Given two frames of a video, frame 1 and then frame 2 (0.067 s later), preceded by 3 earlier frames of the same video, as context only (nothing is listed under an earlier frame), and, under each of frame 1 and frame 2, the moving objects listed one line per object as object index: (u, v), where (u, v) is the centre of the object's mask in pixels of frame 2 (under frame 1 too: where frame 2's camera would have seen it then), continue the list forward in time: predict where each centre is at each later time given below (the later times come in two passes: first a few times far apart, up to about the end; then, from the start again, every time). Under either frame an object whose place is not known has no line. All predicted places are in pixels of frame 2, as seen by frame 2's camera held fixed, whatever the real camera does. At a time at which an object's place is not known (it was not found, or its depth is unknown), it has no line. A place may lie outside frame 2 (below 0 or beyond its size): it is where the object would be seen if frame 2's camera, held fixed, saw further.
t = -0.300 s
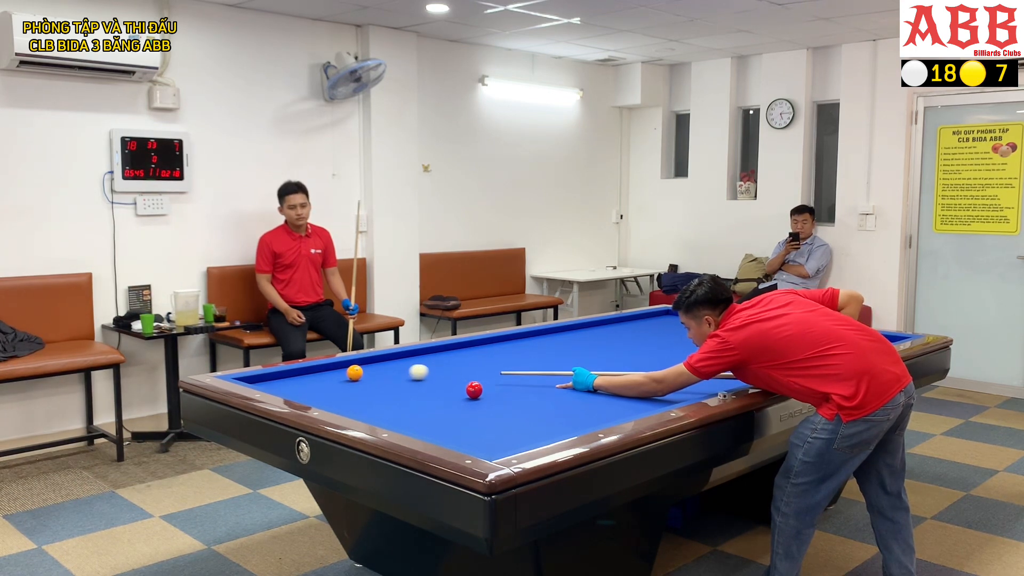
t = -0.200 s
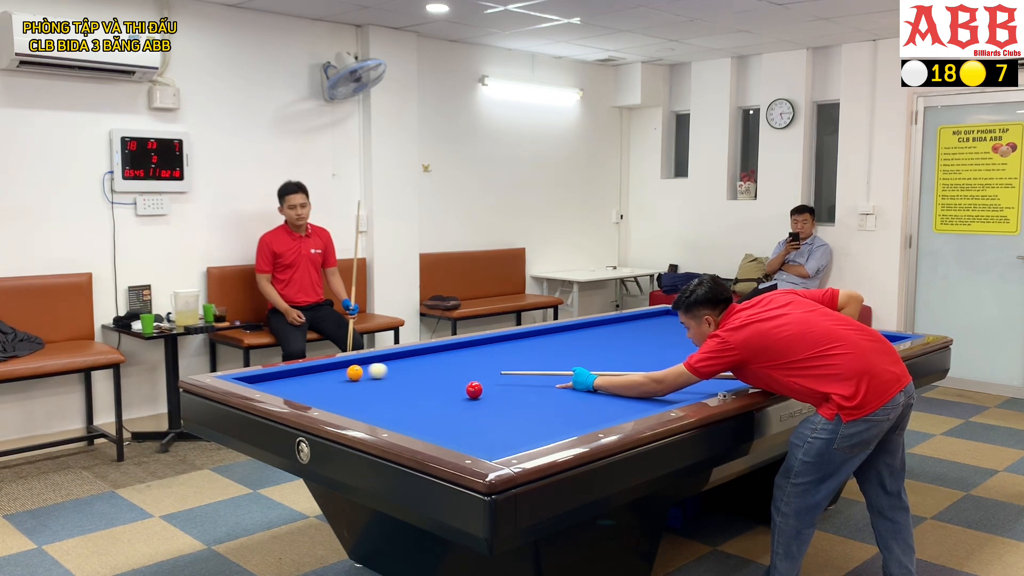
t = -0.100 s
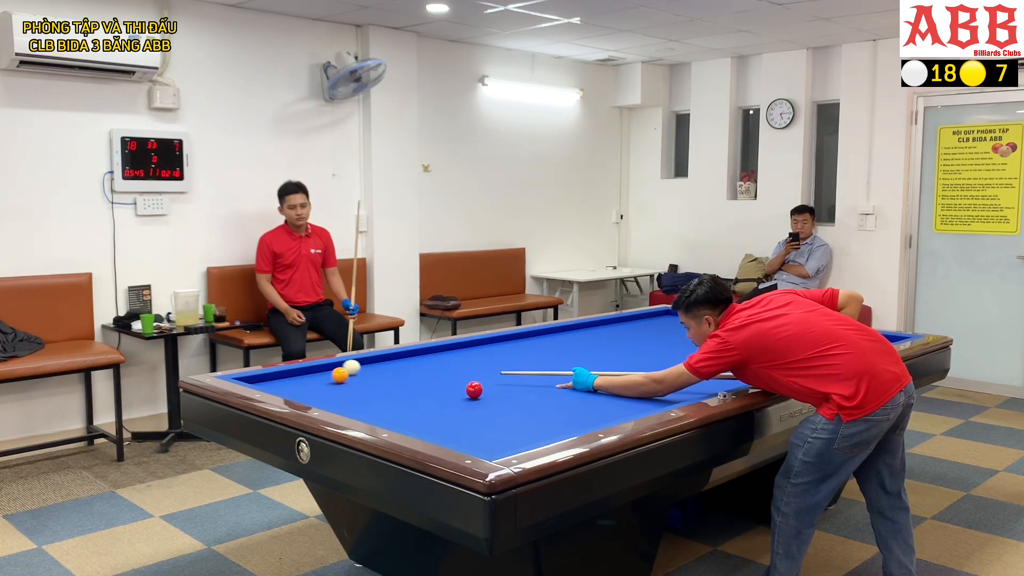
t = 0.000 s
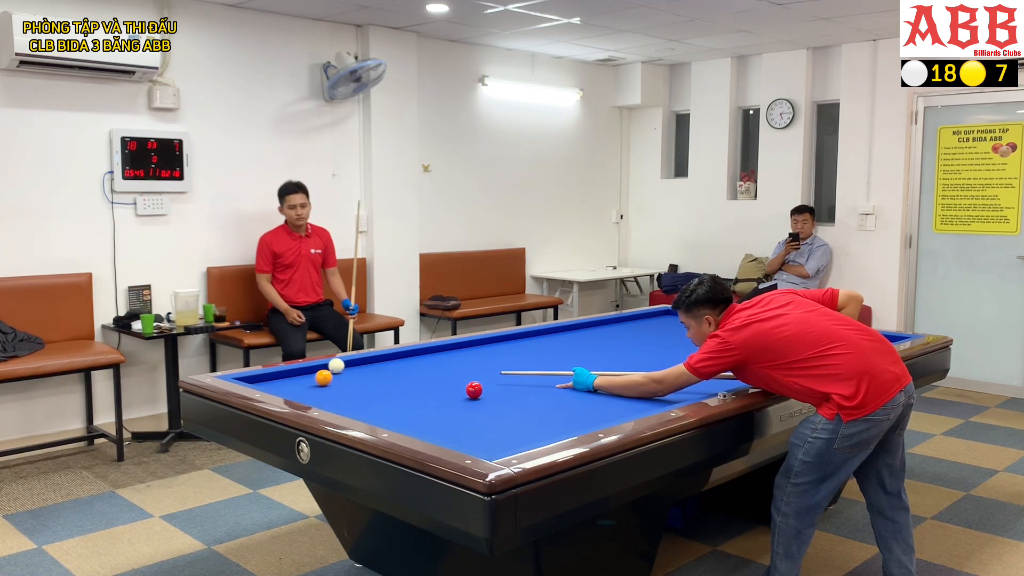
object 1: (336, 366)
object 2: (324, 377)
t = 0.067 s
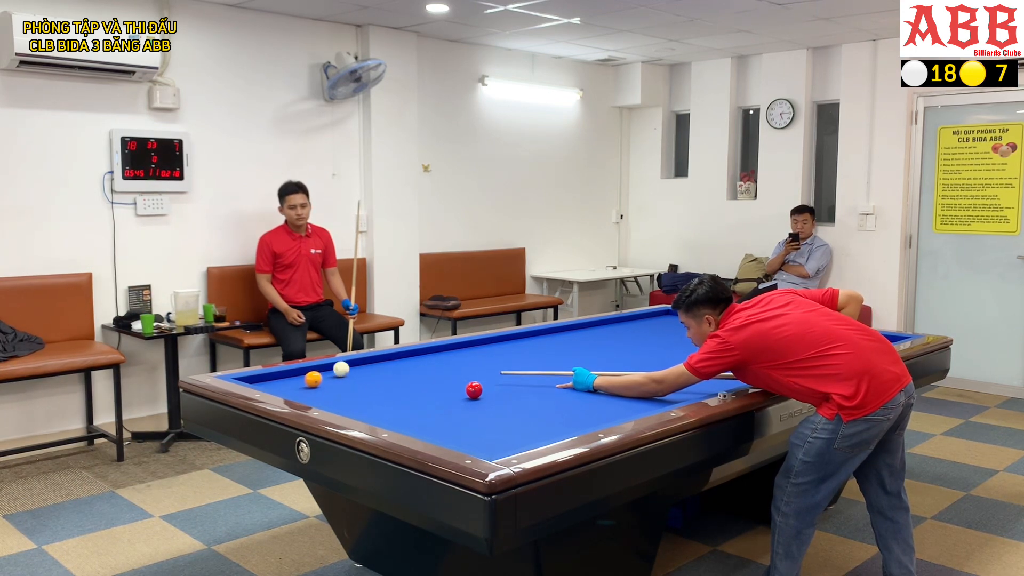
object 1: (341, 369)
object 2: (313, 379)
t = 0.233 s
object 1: (349, 376)
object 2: (287, 383)
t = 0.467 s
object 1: (359, 387)
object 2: (274, 384)
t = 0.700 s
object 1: (371, 398)
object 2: (292, 381)
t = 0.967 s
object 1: (385, 412)
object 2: (313, 377)
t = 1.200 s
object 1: (400, 423)
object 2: (330, 373)
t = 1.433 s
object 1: (438, 432)
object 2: (345, 370)
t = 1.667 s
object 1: (479, 440)
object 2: (360, 367)
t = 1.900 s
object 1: (518, 443)
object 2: (373, 364)
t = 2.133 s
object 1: (511, 437)
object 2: (386, 361)
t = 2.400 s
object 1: (504, 427)
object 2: (400, 358)
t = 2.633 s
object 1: (498, 420)
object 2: (411, 356)
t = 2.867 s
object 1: (493, 413)
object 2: (421, 354)
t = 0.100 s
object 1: (343, 370)
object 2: (308, 380)
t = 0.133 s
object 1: (345, 372)
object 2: (303, 381)
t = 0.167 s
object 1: (346, 373)
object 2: (298, 382)
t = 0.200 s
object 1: (348, 375)
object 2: (293, 382)
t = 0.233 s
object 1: (349, 376)
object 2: (287, 383)
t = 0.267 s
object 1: (351, 378)
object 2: (282, 384)
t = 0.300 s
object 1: (352, 379)
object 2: (277, 384)
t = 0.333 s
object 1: (354, 380)
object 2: (272, 384)
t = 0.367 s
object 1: (355, 382)
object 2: (267, 384)
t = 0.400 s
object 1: (356, 384)
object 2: (267, 384)
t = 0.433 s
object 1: (358, 385)
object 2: (271, 384)
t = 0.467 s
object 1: (359, 387)
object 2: (274, 384)
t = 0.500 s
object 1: (361, 388)
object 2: (276, 384)
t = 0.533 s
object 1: (363, 390)
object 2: (279, 384)
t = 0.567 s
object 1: (364, 391)
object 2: (282, 383)
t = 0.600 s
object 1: (366, 393)
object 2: (284, 383)
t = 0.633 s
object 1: (367, 395)
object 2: (287, 382)
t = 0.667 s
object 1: (369, 396)
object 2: (290, 381)
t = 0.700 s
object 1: (371, 398)
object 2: (292, 381)
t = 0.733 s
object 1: (373, 399)
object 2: (295, 380)
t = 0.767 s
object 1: (374, 401)
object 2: (298, 380)
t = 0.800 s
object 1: (376, 403)
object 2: (300, 379)
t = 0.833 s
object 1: (378, 405)
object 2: (303, 379)
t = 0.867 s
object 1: (380, 406)
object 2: (306, 378)
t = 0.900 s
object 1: (382, 408)
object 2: (308, 378)
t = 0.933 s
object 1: (383, 410)
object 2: (311, 377)
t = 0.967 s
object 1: (385, 412)
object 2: (313, 377)
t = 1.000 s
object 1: (387, 414)
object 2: (315, 376)
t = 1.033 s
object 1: (389, 415)
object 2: (318, 375)
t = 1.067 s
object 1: (391, 417)
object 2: (320, 375)
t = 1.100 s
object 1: (394, 419)
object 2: (323, 375)
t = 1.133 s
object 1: (396, 420)
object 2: (325, 374)
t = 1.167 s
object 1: (398, 421)
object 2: (327, 374)
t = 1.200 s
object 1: (400, 423)
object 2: (330, 373)
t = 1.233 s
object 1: (404, 424)
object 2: (332, 372)
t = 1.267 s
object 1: (410, 426)
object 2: (334, 372)
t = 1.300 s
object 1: (415, 427)
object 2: (336, 372)
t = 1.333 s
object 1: (421, 428)
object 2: (338, 371)
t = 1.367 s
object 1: (427, 429)
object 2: (341, 371)
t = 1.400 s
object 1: (433, 430)
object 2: (343, 370)
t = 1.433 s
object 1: (438, 432)
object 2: (345, 370)
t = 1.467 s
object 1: (444, 433)
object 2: (347, 369)
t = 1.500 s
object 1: (449, 434)
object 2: (349, 369)
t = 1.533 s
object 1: (455, 435)
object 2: (351, 368)
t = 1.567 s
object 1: (461, 437)
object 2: (354, 368)
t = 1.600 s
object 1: (467, 438)
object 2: (356, 368)
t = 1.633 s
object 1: (473, 439)
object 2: (358, 367)
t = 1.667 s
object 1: (479, 440)
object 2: (360, 367)
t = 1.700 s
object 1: (484, 441)
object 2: (362, 366)
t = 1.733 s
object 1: (490, 442)
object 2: (364, 366)
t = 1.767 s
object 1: (497, 443)
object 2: (366, 365)
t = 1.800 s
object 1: (502, 443)
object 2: (368, 365)
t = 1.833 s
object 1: (508, 443)
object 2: (370, 365)
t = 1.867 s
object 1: (514, 443)
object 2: (371, 364)
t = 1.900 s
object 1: (518, 443)
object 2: (373, 364)
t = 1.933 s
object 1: (516, 442)
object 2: (375, 363)
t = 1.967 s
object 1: (515, 442)
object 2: (377, 363)
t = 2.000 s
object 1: (514, 441)
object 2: (379, 362)
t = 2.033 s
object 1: (513, 440)
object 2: (381, 362)
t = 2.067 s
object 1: (512, 439)
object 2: (383, 362)
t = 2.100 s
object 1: (511, 438)
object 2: (384, 361)
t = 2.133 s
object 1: (511, 437)
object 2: (386, 361)
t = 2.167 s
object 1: (510, 435)
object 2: (388, 361)
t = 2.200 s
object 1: (509, 434)
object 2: (390, 360)
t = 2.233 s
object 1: (508, 433)
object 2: (391, 360)
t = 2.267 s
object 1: (507, 432)
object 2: (393, 360)
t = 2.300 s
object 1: (506, 431)
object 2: (395, 359)
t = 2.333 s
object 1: (506, 429)
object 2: (396, 359)
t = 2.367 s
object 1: (505, 428)
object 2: (398, 359)
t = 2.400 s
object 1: (504, 427)
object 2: (400, 358)
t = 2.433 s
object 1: (503, 426)
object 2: (401, 358)
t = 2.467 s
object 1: (502, 425)
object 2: (403, 358)
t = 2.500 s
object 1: (501, 424)
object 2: (405, 357)
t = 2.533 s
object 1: (501, 423)
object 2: (406, 357)
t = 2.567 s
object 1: (500, 422)
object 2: (408, 357)
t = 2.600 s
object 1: (499, 421)
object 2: (409, 356)
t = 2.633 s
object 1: (498, 420)
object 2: (411, 356)
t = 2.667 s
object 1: (498, 419)
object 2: (412, 356)
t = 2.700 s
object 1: (497, 418)
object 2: (414, 355)
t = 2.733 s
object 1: (496, 417)
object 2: (415, 355)
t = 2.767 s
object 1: (495, 416)
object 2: (417, 355)
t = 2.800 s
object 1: (495, 415)
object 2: (418, 354)
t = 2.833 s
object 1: (494, 414)
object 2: (420, 354)
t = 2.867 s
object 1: (493, 413)
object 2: (421, 354)
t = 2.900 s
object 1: (493, 412)
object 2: (423, 353)
